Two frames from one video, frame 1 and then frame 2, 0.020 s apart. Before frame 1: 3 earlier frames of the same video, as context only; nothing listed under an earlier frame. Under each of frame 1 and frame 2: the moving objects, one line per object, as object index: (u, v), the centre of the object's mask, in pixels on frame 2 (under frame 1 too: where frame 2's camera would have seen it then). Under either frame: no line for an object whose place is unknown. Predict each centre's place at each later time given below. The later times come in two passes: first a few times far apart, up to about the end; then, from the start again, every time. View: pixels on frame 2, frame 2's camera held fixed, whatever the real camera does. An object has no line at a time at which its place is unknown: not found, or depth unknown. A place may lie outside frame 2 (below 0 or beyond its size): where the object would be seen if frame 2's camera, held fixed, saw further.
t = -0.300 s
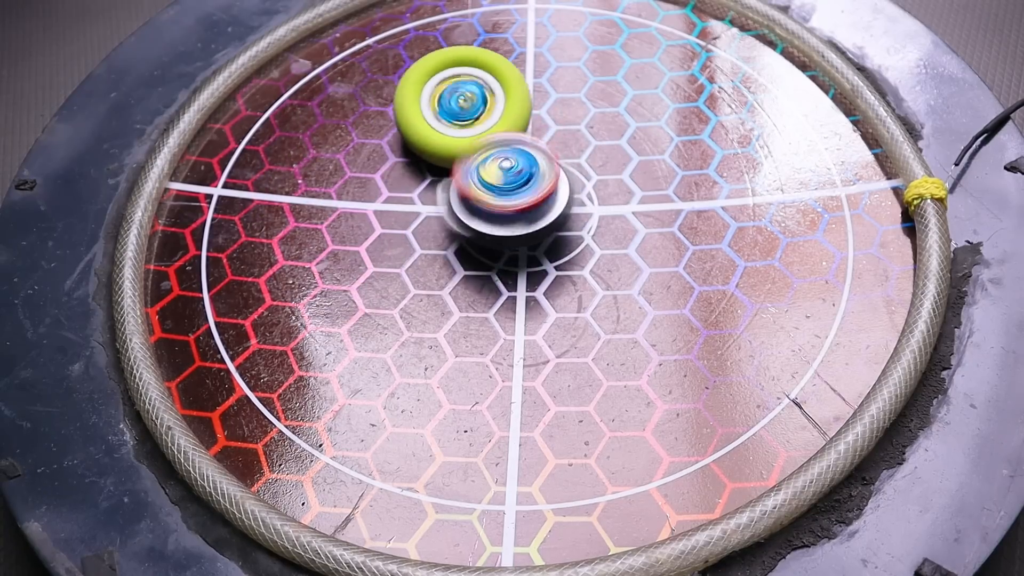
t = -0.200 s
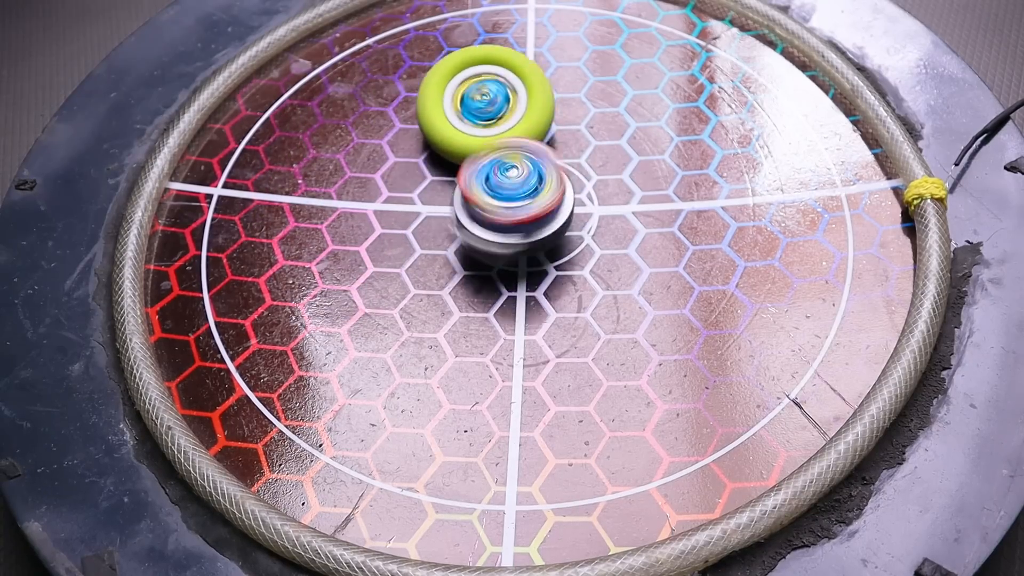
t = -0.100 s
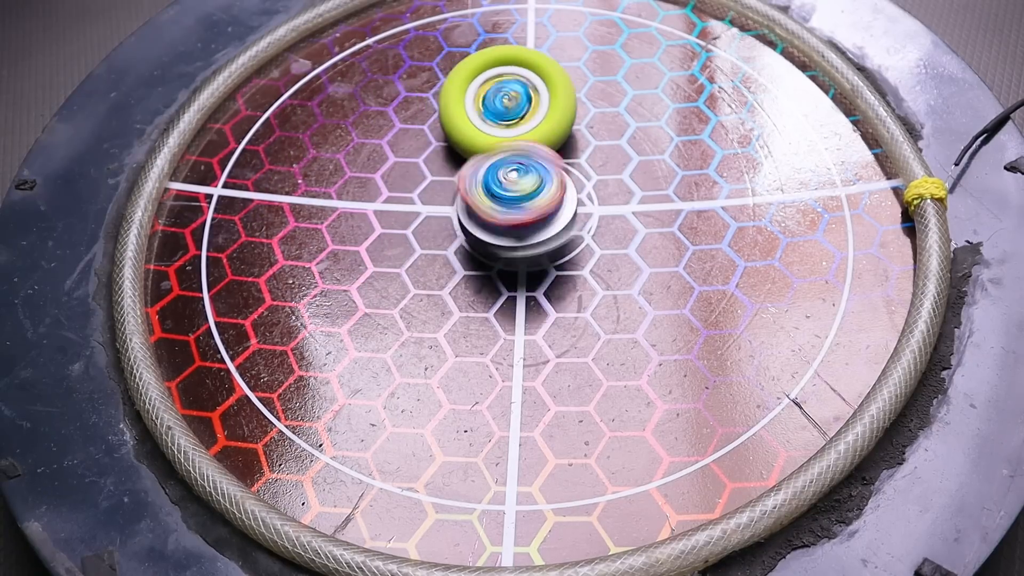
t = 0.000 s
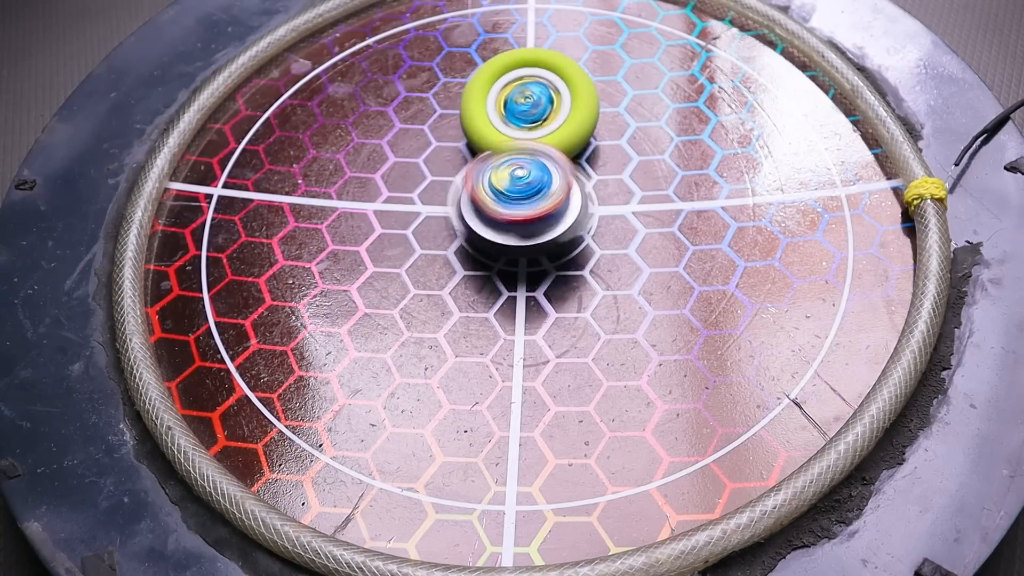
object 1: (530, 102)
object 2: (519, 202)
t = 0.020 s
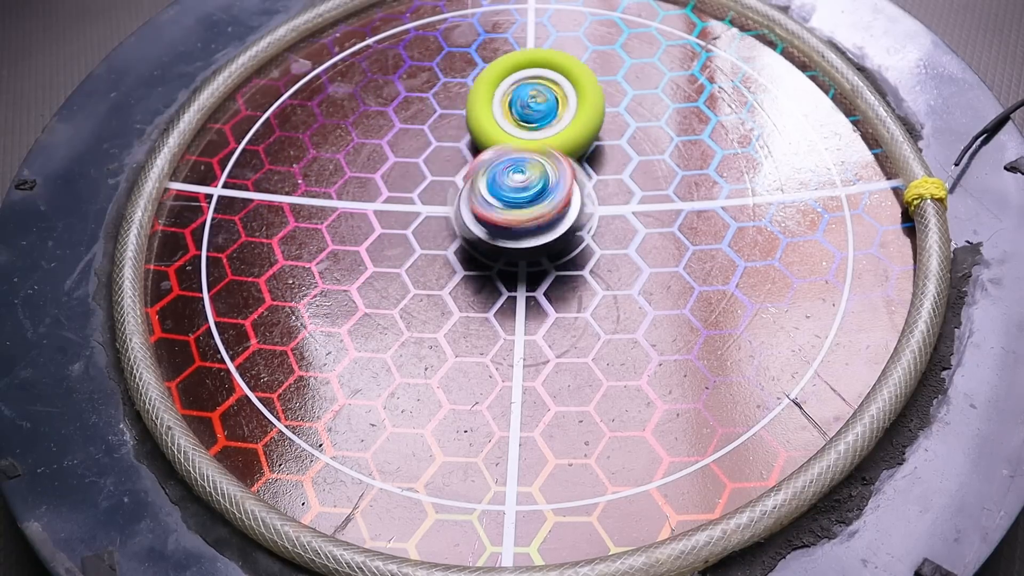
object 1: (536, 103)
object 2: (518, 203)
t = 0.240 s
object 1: (589, 117)
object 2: (516, 207)
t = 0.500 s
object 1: (613, 137)
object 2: (502, 206)
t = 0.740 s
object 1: (623, 155)
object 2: (487, 195)
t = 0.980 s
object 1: (621, 179)
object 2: (462, 193)
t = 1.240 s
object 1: (599, 221)
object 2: (453, 192)
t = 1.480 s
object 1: (557, 260)
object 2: (436, 179)
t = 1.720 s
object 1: (530, 276)
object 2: (433, 171)
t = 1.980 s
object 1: (520, 278)
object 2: (451, 163)
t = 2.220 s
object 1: (516, 279)
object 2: (473, 156)
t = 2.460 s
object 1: (508, 278)
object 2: (493, 149)
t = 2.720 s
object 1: (484, 268)
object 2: (511, 144)
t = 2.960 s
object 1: (459, 253)
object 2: (522, 148)
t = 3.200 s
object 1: (367, 217)
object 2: (536, 144)
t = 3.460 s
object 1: (294, 208)
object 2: (537, 153)
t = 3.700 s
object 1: (305, 215)
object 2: (528, 170)
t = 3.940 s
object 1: (314, 208)
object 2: (522, 191)
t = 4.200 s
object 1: (373, 197)
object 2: (519, 205)
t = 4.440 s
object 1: (432, 114)
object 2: (527, 219)
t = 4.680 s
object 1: (382, 54)
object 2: (535, 218)
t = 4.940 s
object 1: (381, 71)
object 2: (522, 208)
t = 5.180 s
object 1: (374, 63)
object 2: (496, 191)
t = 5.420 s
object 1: (391, 69)
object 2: (469, 180)
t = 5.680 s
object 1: (393, 66)
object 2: (446, 179)
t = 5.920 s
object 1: (378, 76)
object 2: (446, 178)
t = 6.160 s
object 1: (387, 80)
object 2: (458, 170)
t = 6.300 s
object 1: (395, 72)
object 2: (466, 169)
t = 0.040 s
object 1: (544, 103)
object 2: (518, 202)
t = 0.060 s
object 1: (549, 105)
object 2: (518, 205)
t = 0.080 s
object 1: (555, 106)
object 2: (518, 203)
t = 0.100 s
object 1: (561, 107)
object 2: (517, 206)
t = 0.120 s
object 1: (566, 110)
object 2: (517, 208)
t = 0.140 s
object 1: (570, 111)
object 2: (518, 208)
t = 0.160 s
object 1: (575, 112)
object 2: (516, 208)
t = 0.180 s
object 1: (579, 113)
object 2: (517, 206)
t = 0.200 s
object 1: (582, 116)
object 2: (515, 207)
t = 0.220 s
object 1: (586, 116)
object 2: (516, 205)
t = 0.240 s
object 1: (589, 117)
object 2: (516, 207)
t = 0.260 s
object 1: (593, 119)
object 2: (514, 205)
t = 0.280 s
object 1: (595, 120)
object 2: (513, 207)
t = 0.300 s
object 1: (597, 122)
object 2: (510, 207)
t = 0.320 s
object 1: (600, 124)
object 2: (511, 207)
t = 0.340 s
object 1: (602, 126)
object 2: (509, 209)
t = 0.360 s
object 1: (604, 127)
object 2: (510, 206)
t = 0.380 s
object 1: (605, 129)
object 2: (510, 208)
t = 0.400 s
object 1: (608, 129)
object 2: (510, 205)
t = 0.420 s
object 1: (609, 130)
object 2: (509, 206)
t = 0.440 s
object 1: (611, 132)
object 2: (507, 204)
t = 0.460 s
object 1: (613, 133)
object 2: (505, 206)
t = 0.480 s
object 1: (613, 136)
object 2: (501, 206)
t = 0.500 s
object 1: (613, 137)
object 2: (502, 206)
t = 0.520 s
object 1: (615, 139)
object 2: (500, 207)
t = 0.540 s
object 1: (616, 140)
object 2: (501, 205)
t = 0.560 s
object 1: (616, 142)
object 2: (501, 204)
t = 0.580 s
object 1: (619, 142)
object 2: (501, 200)
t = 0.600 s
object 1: (620, 143)
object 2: (500, 201)
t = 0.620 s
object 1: (620, 145)
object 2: (498, 199)
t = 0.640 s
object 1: (620, 147)
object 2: (494, 199)
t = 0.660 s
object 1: (620, 149)
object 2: (491, 199)
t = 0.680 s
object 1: (621, 150)
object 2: (490, 199)
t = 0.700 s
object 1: (621, 152)
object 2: (489, 198)
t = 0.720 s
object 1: (622, 154)
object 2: (489, 196)
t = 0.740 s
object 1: (623, 155)
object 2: (487, 195)
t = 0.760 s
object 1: (624, 157)
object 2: (483, 192)
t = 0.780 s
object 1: (624, 158)
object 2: (481, 193)
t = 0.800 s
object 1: (624, 160)
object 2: (479, 191)
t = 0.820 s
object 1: (624, 161)
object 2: (478, 193)
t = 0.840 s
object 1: (623, 164)
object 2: (475, 194)
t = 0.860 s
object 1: (624, 165)
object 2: (475, 194)
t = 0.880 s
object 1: (623, 168)
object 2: (472, 193)
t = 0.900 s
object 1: (623, 170)
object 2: (470, 189)
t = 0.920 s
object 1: (623, 172)
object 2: (468, 191)
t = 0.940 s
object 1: (623, 174)
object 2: (465, 191)
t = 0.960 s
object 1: (623, 176)
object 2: (464, 194)
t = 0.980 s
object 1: (621, 179)
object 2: (462, 193)
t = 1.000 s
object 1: (620, 181)
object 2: (463, 194)
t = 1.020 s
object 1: (619, 184)
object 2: (461, 194)
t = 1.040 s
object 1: (618, 186)
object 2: (461, 192)
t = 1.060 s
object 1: (616, 189)
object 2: (458, 194)
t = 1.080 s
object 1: (616, 191)
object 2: (457, 191)
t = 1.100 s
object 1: (614, 194)
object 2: (457, 194)
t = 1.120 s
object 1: (612, 197)
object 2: (456, 195)
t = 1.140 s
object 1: (610, 200)
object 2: (457, 196)
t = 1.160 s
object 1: (609, 203)
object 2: (457, 195)
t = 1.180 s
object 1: (607, 207)
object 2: (456, 193)
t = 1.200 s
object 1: (605, 211)
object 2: (454, 193)
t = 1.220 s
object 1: (603, 216)
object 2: (454, 190)
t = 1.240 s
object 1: (599, 221)
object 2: (453, 192)
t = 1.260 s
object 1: (596, 226)
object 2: (450, 190)
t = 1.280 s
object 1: (591, 230)
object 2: (450, 188)
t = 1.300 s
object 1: (588, 234)
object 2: (450, 186)
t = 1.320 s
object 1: (583, 238)
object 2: (445, 185)
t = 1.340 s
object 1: (580, 241)
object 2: (444, 186)
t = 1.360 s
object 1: (576, 244)
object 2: (442, 183)
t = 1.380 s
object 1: (573, 247)
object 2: (441, 182)
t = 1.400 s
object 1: (569, 250)
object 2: (439, 182)
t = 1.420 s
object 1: (566, 253)
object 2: (437, 181)
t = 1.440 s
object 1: (563, 255)
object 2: (437, 181)
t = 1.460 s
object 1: (560, 258)
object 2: (435, 183)
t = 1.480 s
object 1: (557, 260)
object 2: (436, 179)
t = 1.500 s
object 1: (554, 262)
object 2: (433, 178)
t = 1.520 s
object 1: (552, 263)
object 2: (433, 177)
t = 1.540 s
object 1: (550, 265)
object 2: (433, 178)
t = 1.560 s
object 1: (548, 267)
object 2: (432, 180)
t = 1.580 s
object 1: (545, 268)
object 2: (434, 176)
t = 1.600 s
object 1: (543, 268)
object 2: (431, 175)
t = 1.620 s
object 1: (542, 270)
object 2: (431, 173)
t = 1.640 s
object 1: (539, 272)
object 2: (433, 176)
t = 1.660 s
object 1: (536, 273)
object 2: (432, 176)
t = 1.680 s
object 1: (534, 273)
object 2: (435, 173)
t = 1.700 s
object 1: (532, 275)
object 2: (434, 172)
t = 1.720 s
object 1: (530, 276)
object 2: (433, 171)
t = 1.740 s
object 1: (528, 276)
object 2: (435, 174)
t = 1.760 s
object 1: (527, 276)
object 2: (436, 175)
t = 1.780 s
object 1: (526, 277)
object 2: (438, 171)
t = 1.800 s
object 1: (524, 277)
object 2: (438, 170)
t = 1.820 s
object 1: (523, 278)
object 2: (438, 169)
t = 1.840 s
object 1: (523, 277)
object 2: (440, 171)
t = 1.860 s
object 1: (523, 278)
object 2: (443, 171)
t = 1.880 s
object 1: (522, 278)
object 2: (445, 167)
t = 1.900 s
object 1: (521, 278)
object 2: (444, 167)
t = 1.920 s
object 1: (521, 278)
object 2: (445, 165)
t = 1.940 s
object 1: (521, 278)
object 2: (449, 168)
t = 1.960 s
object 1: (521, 278)
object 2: (451, 168)
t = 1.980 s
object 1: (520, 278)
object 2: (451, 163)
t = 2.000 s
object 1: (519, 278)
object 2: (453, 164)
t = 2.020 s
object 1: (519, 278)
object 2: (454, 163)
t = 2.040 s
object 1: (519, 278)
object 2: (458, 164)
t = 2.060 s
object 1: (519, 278)
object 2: (459, 163)
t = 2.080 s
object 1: (518, 278)
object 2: (459, 159)
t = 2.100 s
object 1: (518, 278)
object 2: (461, 161)
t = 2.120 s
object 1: (518, 278)
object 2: (463, 161)
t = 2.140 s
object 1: (518, 279)
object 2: (467, 159)
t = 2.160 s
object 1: (517, 279)
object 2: (466, 157)
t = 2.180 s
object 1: (516, 278)
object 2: (468, 155)
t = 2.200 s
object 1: (517, 278)
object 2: (471, 157)
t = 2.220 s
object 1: (516, 279)
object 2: (473, 156)
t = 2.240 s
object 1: (516, 279)
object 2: (475, 153)
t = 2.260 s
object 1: (515, 279)
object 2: (473, 153)
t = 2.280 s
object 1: (515, 278)
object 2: (476, 151)
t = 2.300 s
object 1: (514, 279)
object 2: (479, 154)
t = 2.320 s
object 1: (513, 279)
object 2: (481, 152)
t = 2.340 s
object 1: (513, 279)
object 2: (481, 149)
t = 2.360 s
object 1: (512, 278)
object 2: (484, 149)
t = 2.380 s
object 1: (512, 278)
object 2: (485, 151)
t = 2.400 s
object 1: (511, 279)
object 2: (489, 149)
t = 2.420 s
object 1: (510, 279)
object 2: (491, 148)
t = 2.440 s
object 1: (509, 278)
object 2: (489, 146)
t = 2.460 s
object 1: (508, 278)
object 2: (493, 149)
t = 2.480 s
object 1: (507, 278)
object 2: (495, 148)
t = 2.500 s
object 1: (506, 278)
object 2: (497, 144)
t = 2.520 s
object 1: (504, 278)
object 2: (498, 145)
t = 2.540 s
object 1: (503, 276)
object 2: (499, 146)
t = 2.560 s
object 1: (502, 276)
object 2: (502, 147)
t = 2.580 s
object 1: (499, 276)
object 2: (503, 144)
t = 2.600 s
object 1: (497, 275)
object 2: (503, 143)
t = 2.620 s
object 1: (495, 274)
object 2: (505, 144)
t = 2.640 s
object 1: (494, 272)
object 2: (507, 145)
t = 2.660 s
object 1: (491, 272)
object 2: (508, 141)
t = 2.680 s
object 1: (488, 271)
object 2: (508, 143)
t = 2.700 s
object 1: (485, 270)
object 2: (509, 144)
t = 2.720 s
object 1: (484, 268)
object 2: (511, 144)
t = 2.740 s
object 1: (482, 267)
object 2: (512, 142)
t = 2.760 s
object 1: (479, 266)
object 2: (511, 141)
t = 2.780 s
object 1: (476, 264)
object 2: (513, 145)
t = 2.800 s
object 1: (474, 263)
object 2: (515, 145)
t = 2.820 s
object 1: (473, 262)
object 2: (515, 142)
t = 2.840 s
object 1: (471, 261)
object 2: (514, 145)
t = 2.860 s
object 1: (469, 260)
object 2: (516, 146)
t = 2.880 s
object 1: (468, 259)
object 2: (519, 146)
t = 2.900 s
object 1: (466, 257)
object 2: (519, 145)
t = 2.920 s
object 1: (465, 256)
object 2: (518, 146)
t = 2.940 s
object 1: (462, 255)
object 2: (521, 149)
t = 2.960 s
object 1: (459, 253)
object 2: (522, 148)
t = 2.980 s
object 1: (455, 250)
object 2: (522, 145)
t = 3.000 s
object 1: (450, 247)
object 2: (523, 149)
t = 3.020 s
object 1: (443, 243)
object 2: (525, 151)
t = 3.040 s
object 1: (436, 239)
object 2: (529, 146)
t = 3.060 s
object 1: (428, 236)
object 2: (528, 148)
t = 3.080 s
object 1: (419, 233)
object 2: (529, 150)
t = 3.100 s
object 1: (410, 230)
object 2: (534, 147)
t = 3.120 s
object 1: (403, 226)
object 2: (537, 146)
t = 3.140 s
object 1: (394, 223)
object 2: (535, 145)
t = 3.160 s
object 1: (386, 220)
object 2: (537, 148)
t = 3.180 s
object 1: (376, 218)
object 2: (537, 145)
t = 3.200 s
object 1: (367, 217)
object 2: (536, 144)
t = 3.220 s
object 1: (360, 215)
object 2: (538, 148)
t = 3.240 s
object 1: (352, 213)
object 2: (538, 147)
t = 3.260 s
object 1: (345, 211)
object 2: (538, 145)
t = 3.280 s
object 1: (337, 209)
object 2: (537, 148)
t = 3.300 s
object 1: (329, 209)
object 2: (538, 149)
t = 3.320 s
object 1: (322, 209)
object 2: (538, 145)
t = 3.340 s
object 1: (316, 209)
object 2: (537, 147)
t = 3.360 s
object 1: (312, 208)
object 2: (536, 152)
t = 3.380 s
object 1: (307, 208)
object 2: (537, 148)
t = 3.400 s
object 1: (303, 207)
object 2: (538, 150)
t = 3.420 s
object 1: (299, 207)
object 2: (535, 154)
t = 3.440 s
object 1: (296, 208)
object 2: (537, 152)
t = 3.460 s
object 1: (294, 208)
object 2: (537, 153)
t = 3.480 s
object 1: (293, 208)
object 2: (533, 156)
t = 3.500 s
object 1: (294, 207)
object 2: (535, 156)
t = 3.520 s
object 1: (294, 207)
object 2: (535, 157)
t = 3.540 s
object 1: (295, 208)
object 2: (532, 157)
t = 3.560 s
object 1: (296, 208)
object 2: (533, 161)
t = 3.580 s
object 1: (297, 209)
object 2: (533, 161)
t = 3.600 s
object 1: (300, 209)
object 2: (531, 161)
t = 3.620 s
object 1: (302, 210)
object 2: (532, 165)
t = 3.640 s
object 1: (303, 211)
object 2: (530, 165)
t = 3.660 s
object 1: (305, 212)
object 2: (529, 166)
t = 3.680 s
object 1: (305, 214)
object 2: (530, 169)
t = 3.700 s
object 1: (305, 215)
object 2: (528, 170)
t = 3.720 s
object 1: (305, 217)
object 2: (527, 170)
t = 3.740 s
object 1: (303, 218)
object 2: (528, 174)
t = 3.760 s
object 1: (302, 217)
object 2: (527, 175)
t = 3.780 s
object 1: (302, 217)
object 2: (528, 175)
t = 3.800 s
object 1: (302, 215)
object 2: (527, 178)
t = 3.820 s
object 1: (303, 214)
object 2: (525, 181)
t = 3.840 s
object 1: (305, 214)
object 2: (526, 180)
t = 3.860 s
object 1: (307, 213)
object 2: (525, 183)
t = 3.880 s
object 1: (308, 213)
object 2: (524, 187)
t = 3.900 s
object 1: (310, 212)
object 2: (525, 184)
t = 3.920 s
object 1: (312, 210)
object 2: (523, 187)
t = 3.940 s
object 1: (314, 208)
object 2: (522, 191)
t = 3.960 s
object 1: (318, 206)
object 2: (524, 187)
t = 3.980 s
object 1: (322, 205)
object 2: (521, 192)
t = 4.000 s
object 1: (326, 204)
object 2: (521, 195)
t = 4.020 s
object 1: (331, 203)
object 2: (523, 191)
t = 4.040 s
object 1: (335, 203)
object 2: (520, 196)
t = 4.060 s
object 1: (339, 201)
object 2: (520, 199)
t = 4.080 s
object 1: (344, 200)
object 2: (522, 196)
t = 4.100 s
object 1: (349, 199)
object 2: (519, 200)
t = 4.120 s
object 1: (354, 199)
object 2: (518, 203)
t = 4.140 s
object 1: (359, 198)
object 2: (520, 200)
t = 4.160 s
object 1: (364, 197)
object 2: (518, 203)
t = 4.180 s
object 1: (368, 197)
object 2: (517, 206)
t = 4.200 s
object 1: (373, 197)
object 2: (519, 205)
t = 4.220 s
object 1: (378, 192)
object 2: (518, 209)
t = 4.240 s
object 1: (385, 189)
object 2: (520, 212)
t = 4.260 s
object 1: (390, 184)
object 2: (521, 211)
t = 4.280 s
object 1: (398, 179)
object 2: (522, 213)
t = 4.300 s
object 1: (405, 172)
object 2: (524, 215)
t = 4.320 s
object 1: (411, 164)
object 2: (524, 214)
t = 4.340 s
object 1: (419, 157)
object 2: (526, 218)
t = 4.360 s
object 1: (423, 147)
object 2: (526, 216)
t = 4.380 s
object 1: (428, 140)
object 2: (526, 217)
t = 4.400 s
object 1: (430, 132)
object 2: (529, 219)
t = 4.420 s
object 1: (431, 123)
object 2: (529, 217)
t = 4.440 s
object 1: (432, 114)
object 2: (527, 219)
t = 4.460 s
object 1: (432, 106)
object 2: (532, 218)
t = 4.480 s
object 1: (431, 98)
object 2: (534, 220)
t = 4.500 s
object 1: (429, 90)
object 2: (530, 222)
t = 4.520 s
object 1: (425, 83)
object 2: (535, 220)
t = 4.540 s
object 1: (421, 77)
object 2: (533, 222)
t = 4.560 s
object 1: (416, 71)
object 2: (533, 223)
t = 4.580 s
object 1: (410, 66)
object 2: (533, 220)
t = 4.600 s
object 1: (404, 62)
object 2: (533, 223)
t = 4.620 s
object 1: (398, 59)
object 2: (533, 221)
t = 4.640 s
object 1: (392, 57)
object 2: (533, 219)
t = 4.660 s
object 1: (387, 55)
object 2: (535, 222)
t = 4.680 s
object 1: (382, 54)
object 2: (535, 218)
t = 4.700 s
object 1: (378, 53)
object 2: (531, 217)
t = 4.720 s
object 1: (374, 54)
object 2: (534, 217)
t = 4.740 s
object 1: (371, 54)
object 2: (534, 216)
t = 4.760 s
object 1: (368, 55)
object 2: (529, 218)
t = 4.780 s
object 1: (366, 57)
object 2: (533, 215)
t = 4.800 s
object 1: (364, 59)
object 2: (528, 215)
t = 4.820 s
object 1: (363, 61)
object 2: (527, 216)
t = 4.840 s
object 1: (363, 64)
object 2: (526, 212)
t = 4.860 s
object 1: (365, 67)
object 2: (525, 213)
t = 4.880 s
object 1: (367, 70)
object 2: (522, 212)
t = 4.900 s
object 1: (372, 71)
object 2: (521, 209)
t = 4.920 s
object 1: (376, 72)
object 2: (522, 210)
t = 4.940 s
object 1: (381, 71)
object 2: (522, 208)
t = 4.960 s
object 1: (385, 68)
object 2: (515, 207)
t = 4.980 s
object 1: (386, 65)
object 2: (515, 204)
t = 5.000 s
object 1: (386, 63)
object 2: (512, 204)
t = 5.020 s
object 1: (384, 61)
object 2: (512, 206)
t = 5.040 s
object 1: (382, 60)
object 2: (508, 200)
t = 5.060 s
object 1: (381, 60)
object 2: (507, 202)
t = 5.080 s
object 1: (379, 60)
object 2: (505, 200)
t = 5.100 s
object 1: (378, 60)
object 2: (503, 198)
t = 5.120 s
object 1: (377, 61)
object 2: (503, 199)
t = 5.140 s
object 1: (376, 61)
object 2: (501, 195)
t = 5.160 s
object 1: (375, 62)
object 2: (497, 195)
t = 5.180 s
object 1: (374, 63)
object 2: (496, 191)
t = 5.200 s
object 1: (373, 64)
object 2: (494, 192)
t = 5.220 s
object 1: (372, 65)
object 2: (492, 192)
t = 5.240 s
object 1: (372, 66)
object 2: (489, 188)
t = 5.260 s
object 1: (372, 68)
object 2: (488, 190)
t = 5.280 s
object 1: (373, 69)
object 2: (486, 187)
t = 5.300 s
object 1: (374, 71)
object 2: (481, 186)
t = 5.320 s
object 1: (377, 73)
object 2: (481, 183)
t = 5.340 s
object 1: (380, 73)
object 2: (477, 184)
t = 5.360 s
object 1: (384, 73)
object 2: (476, 185)
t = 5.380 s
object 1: (387, 72)
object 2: (472, 180)
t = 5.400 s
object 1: (390, 71)
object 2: (471, 183)
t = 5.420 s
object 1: (391, 69)
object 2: (469, 180)
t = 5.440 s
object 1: (391, 67)
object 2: (467, 178)
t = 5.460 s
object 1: (391, 66)
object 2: (467, 180)
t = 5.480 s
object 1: (390, 65)
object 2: (462, 179)
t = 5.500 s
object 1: (389, 64)
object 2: (460, 181)
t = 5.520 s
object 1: (389, 64)
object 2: (458, 176)
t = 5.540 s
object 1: (389, 63)
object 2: (457, 179)
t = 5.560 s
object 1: (389, 63)
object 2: (455, 178)
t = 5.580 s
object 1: (389, 64)
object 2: (453, 178)
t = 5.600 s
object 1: (389, 64)
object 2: (453, 179)
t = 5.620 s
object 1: (390, 64)
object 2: (449, 177)
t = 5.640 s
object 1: (391, 64)
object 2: (447, 180)
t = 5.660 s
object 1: (392, 65)
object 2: (447, 174)
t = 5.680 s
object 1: (393, 66)
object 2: (446, 179)
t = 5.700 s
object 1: (394, 67)
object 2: (445, 175)
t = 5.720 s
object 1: (395, 68)
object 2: (444, 175)
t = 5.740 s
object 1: (395, 70)
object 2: (447, 177)
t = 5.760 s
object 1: (394, 72)
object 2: (445, 176)
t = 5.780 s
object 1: (392, 74)
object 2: (444, 178)
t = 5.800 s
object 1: (390, 76)
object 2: (444, 175)
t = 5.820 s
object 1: (387, 77)
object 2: (444, 179)
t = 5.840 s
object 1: (384, 77)
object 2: (443, 176)
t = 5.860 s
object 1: (381, 77)
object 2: (443, 176)
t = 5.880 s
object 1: (380, 77)
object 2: (446, 176)
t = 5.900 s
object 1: (379, 77)
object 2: (446, 176)
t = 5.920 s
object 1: (378, 76)
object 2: (446, 178)
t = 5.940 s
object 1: (378, 76)
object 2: (446, 174)
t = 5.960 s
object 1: (378, 76)
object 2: (448, 178)
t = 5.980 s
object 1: (378, 76)
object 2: (449, 175)
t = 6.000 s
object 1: (378, 76)
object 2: (448, 177)
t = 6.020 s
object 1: (378, 76)
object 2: (451, 173)
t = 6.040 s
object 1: (378, 77)
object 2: (451, 176)
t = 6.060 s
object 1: (379, 78)
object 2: (453, 173)
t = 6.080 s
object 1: (379, 79)
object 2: (452, 173)
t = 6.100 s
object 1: (380, 79)
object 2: (457, 176)
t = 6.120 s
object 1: (382, 80)
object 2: (454, 174)
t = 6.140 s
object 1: (384, 80)
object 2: (457, 176)
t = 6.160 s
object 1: (387, 80)
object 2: (458, 170)
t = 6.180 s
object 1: (390, 80)
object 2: (460, 175)
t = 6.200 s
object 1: (392, 78)
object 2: (460, 172)
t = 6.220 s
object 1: (394, 76)
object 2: (461, 172)
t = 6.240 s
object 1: (395, 75)
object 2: (465, 170)
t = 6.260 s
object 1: (396, 74)
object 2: (464, 172)
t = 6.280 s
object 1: (396, 73)
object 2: (467, 172)
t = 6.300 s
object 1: (395, 72)
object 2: (466, 169)
